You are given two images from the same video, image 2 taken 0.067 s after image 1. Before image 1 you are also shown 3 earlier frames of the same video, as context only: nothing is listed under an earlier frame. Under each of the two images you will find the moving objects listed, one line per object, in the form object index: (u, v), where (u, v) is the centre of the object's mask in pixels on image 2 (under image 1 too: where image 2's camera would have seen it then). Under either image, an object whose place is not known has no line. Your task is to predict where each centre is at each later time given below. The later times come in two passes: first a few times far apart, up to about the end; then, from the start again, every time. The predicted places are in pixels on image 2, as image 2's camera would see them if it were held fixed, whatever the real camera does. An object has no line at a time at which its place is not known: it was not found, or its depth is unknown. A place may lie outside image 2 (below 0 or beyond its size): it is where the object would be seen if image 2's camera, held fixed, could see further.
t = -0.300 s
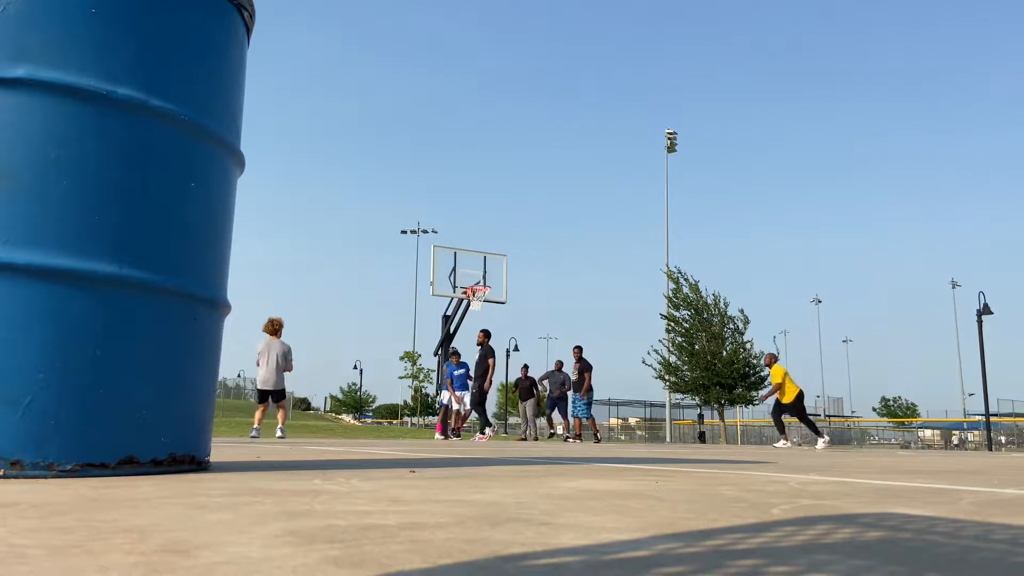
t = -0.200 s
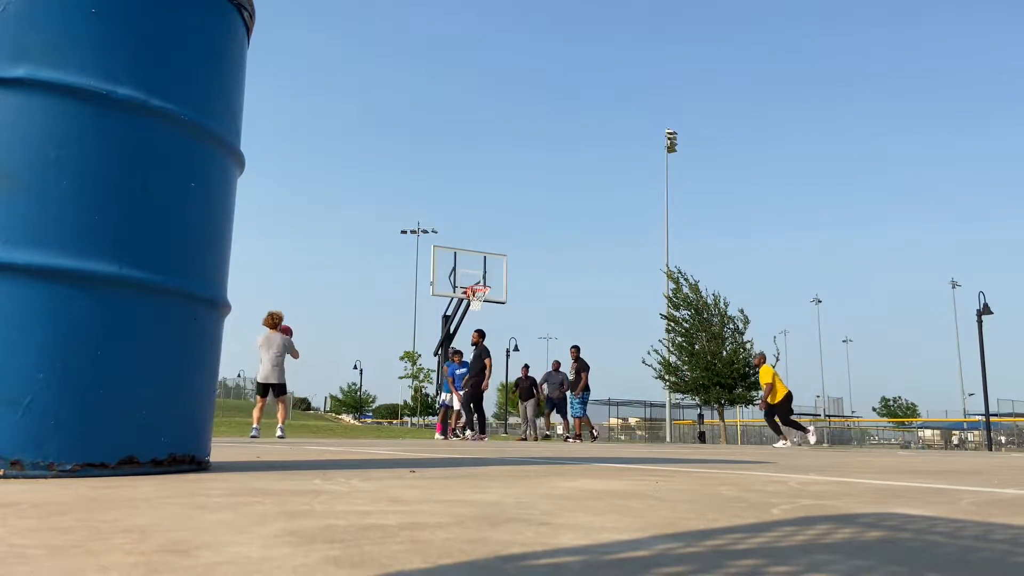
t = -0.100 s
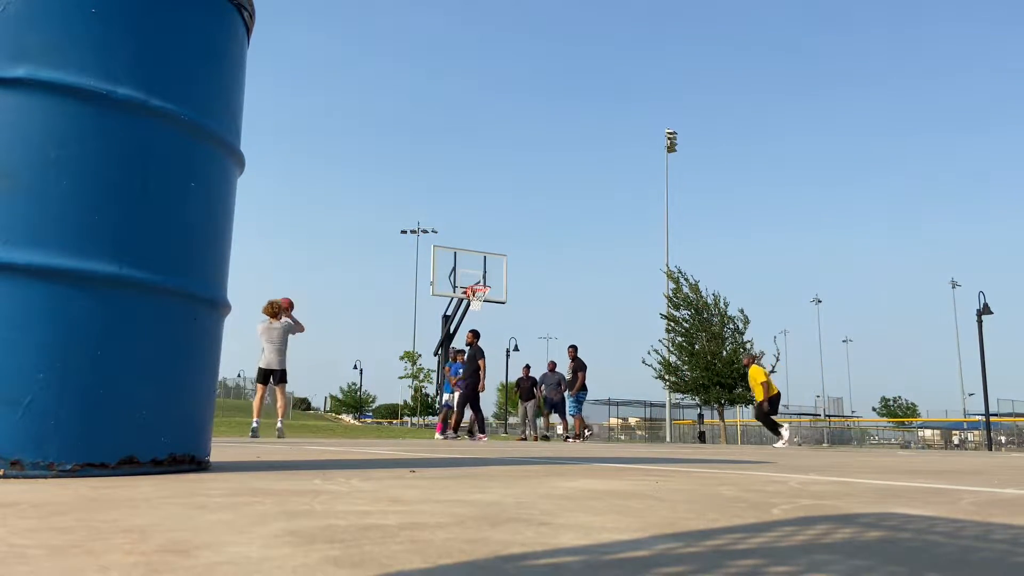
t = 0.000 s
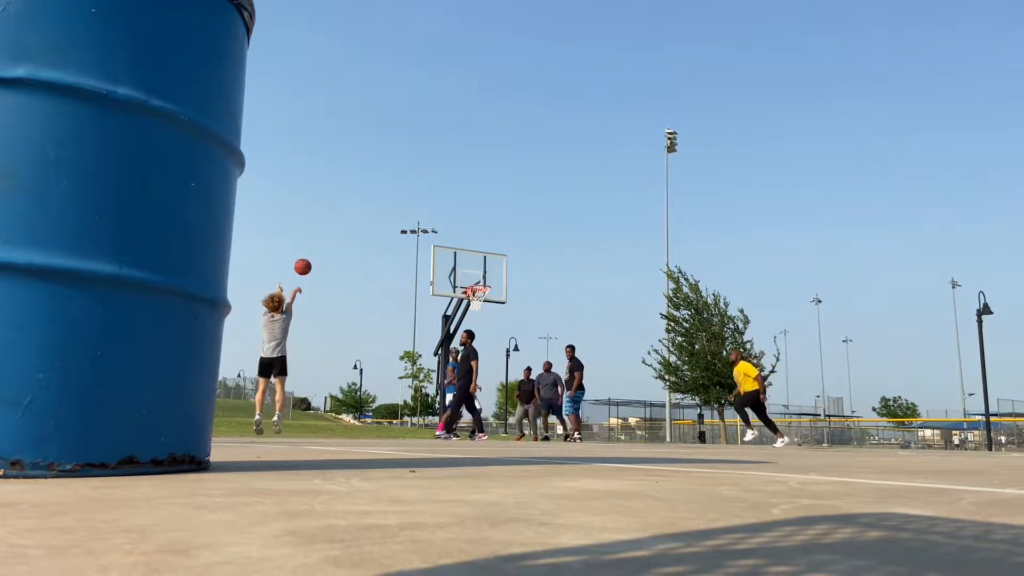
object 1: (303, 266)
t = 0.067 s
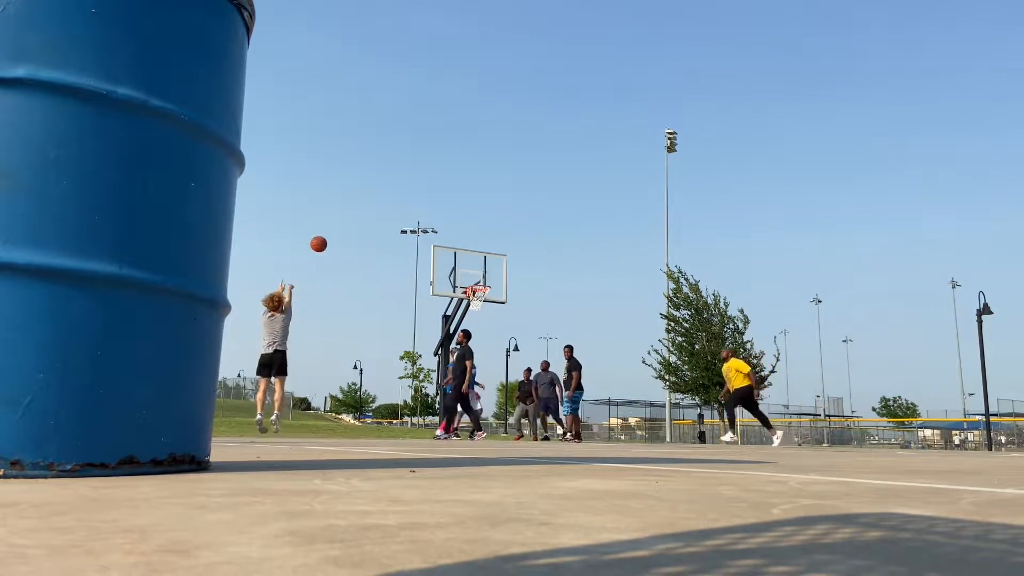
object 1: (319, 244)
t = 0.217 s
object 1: (350, 207)
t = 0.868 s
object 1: (440, 205)
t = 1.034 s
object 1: (456, 235)
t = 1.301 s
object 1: (477, 279)
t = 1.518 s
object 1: (493, 282)
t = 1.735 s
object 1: (511, 298)
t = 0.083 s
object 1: (322, 239)
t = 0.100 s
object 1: (326, 234)
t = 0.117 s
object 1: (330, 229)
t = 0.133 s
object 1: (333, 225)
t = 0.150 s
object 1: (337, 221)
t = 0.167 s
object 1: (340, 217)
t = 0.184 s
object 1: (343, 213)
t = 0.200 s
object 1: (347, 210)
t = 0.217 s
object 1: (350, 207)
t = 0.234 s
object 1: (353, 204)
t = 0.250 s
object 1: (356, 201)
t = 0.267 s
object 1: (359, 198)
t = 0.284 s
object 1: (362, 196)
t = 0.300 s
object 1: (365, 193)
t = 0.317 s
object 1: (368, 191)
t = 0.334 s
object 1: (371, 189)
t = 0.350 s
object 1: (373, 188)
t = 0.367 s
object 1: (376, 186)
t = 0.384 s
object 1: (379, 185)
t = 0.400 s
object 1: (381, 183)
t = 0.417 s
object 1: (384, 182)
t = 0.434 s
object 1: (386, 181)
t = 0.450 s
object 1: (389, 181)
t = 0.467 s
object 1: (391, 180)
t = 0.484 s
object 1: (394, 180)
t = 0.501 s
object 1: (396, 179)
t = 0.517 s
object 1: (398, 179)
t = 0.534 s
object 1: (400, 179)
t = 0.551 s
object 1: (403, 179)
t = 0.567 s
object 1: (405, 179)
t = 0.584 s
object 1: (407, 180)
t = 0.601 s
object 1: (409, 180)
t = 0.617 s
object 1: (412, 181)
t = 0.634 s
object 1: (414, 182)
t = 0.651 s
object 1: (416, 183)
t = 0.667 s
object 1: (418, 184)
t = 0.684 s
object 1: (420, 185)
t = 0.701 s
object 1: (422, 186)
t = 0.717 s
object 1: (424, 188)
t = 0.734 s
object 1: (426, 189)
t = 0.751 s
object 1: (428, 191)
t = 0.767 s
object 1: (429, 192)
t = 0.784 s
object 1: (431, 194)
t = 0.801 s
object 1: (433, 196)
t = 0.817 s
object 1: (435, 198)
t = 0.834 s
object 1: (437, 200)
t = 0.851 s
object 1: (438, 203)
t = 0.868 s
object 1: (440, 205)
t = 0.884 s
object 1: (442, 208)
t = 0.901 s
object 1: (443, 210)
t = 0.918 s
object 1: (445, 213)
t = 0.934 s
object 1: (447, 216)
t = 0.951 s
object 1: (448, 219)
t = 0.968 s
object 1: (450, 222)
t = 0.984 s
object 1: (451, 225)
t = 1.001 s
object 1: (453, 228)
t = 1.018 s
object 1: (455, 231)
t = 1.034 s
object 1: (456, 235)
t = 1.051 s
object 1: (458, 238)
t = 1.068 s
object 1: (459, 242)
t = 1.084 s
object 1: (461, 246)
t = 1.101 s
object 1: (462, 249)
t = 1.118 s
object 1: (464, 253)
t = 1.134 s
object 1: (465, 257)
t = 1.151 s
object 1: (467, 261)
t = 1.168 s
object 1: (467, 265)
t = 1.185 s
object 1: (469, 269)
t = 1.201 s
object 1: (471, 274)
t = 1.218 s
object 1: (472, 279)
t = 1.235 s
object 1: (473, 280)
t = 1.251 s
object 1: (474, 280)
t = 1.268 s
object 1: (475, 280)
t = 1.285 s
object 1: (476, 279)
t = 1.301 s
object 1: (477, 279)
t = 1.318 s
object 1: (478, 279)
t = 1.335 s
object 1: (479, 279)
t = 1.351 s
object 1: (480, 279)
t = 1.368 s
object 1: (481, 279)
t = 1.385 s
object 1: (482, 279)
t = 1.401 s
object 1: (483, 280)
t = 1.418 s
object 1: (484, 280)
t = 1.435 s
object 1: (485, 281)
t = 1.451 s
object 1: (486, 282)
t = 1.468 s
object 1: (487, 282)
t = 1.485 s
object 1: (489, 282)
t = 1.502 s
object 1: (491, 282)
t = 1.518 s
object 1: (493, 282)
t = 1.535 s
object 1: (494, 283)
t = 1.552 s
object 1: (495, 284)
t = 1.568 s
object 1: (497, 284)
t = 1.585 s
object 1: (498, 285)
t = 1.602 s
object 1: (500, 286)
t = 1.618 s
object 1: (501, 287)
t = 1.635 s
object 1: (503, 288)
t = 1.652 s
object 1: (504, 290)
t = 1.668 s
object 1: (506, 291)
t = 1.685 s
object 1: (507, 293)
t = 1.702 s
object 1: (509, 294)
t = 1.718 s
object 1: (510, 296)
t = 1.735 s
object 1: (511, 298)
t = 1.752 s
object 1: (512, 300)
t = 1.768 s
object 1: (514, 303)
